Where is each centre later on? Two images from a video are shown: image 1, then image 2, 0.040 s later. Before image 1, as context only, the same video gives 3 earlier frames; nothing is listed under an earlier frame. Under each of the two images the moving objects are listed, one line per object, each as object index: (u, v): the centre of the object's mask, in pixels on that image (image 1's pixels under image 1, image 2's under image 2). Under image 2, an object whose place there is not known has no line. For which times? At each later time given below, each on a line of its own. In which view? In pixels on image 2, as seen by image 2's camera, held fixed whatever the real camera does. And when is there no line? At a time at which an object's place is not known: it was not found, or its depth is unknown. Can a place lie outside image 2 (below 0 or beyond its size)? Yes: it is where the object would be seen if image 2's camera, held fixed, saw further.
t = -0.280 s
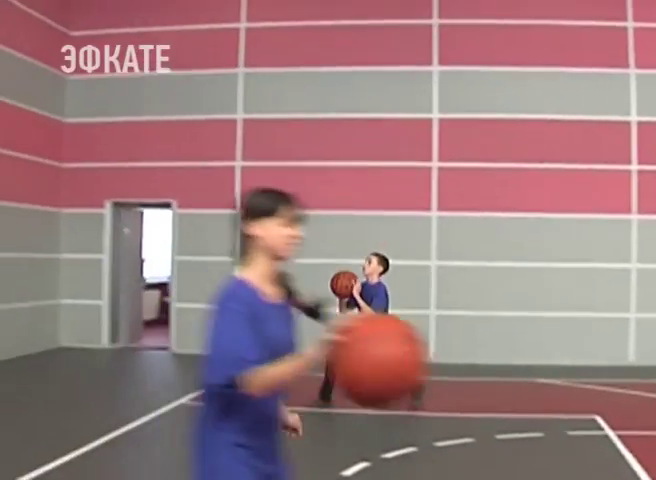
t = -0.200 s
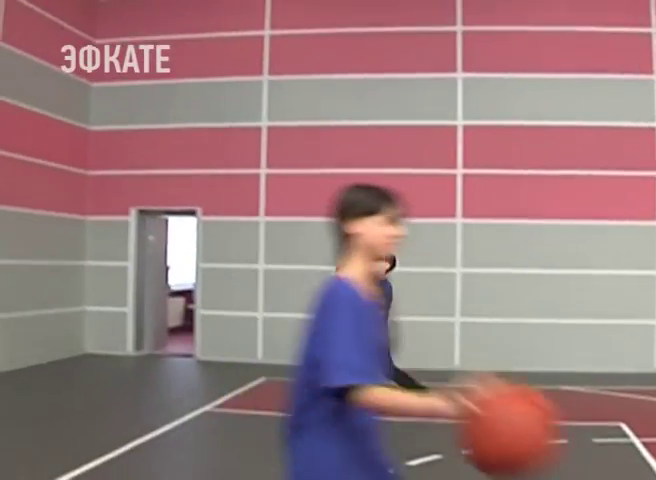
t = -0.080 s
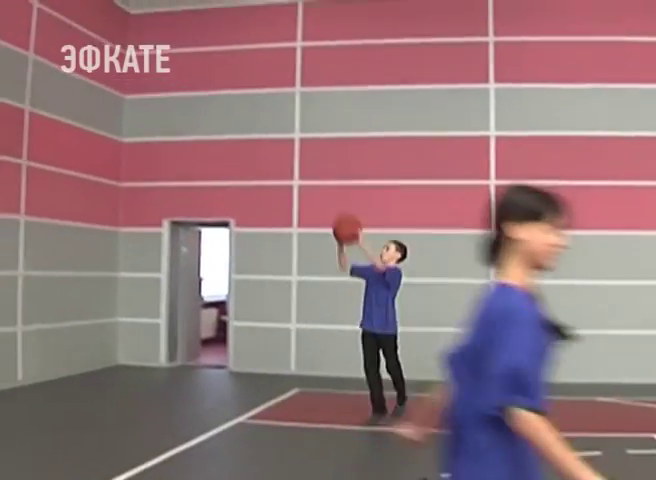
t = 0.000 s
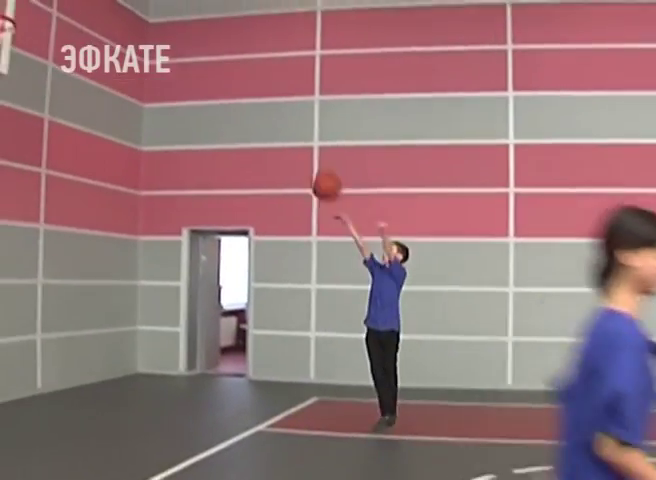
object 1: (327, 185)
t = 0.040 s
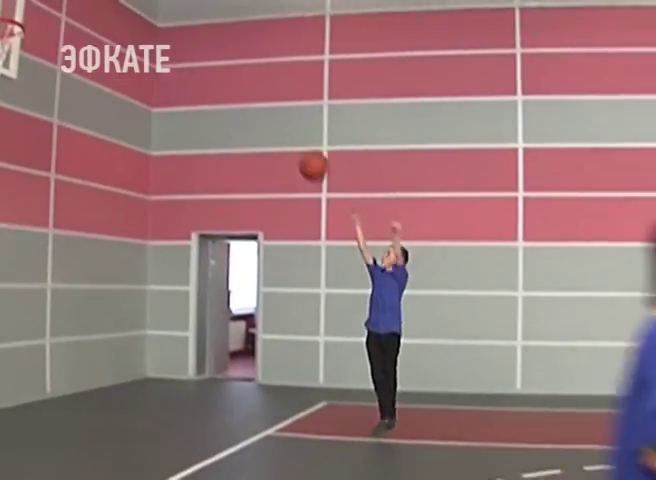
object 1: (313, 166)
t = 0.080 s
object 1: (292, 143)
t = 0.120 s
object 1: (271, 123)
